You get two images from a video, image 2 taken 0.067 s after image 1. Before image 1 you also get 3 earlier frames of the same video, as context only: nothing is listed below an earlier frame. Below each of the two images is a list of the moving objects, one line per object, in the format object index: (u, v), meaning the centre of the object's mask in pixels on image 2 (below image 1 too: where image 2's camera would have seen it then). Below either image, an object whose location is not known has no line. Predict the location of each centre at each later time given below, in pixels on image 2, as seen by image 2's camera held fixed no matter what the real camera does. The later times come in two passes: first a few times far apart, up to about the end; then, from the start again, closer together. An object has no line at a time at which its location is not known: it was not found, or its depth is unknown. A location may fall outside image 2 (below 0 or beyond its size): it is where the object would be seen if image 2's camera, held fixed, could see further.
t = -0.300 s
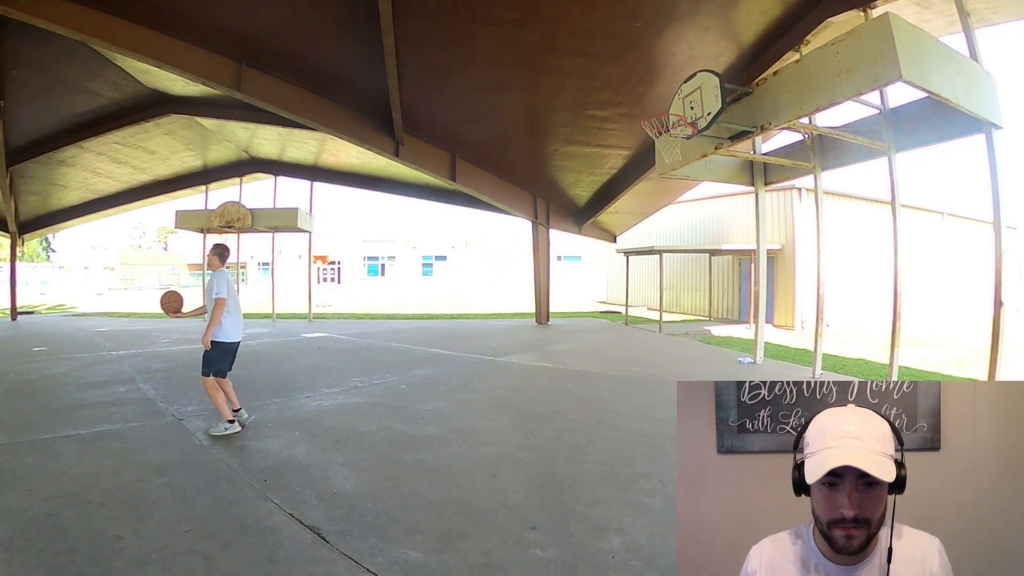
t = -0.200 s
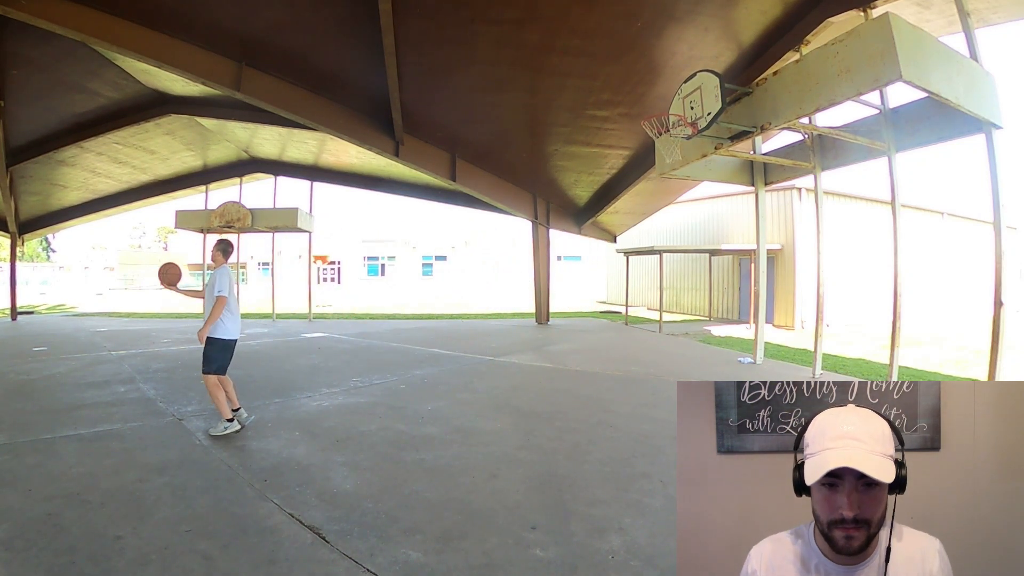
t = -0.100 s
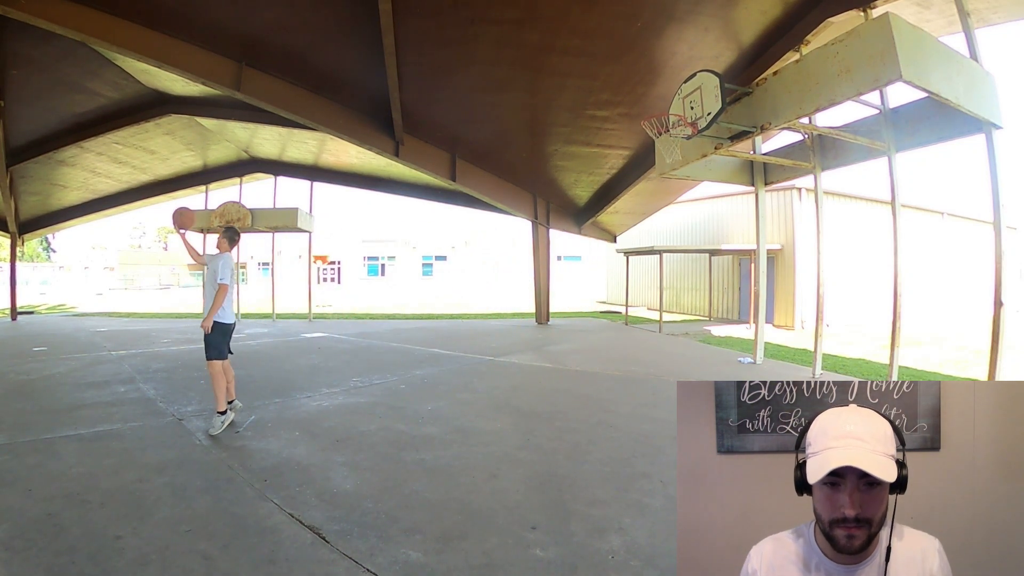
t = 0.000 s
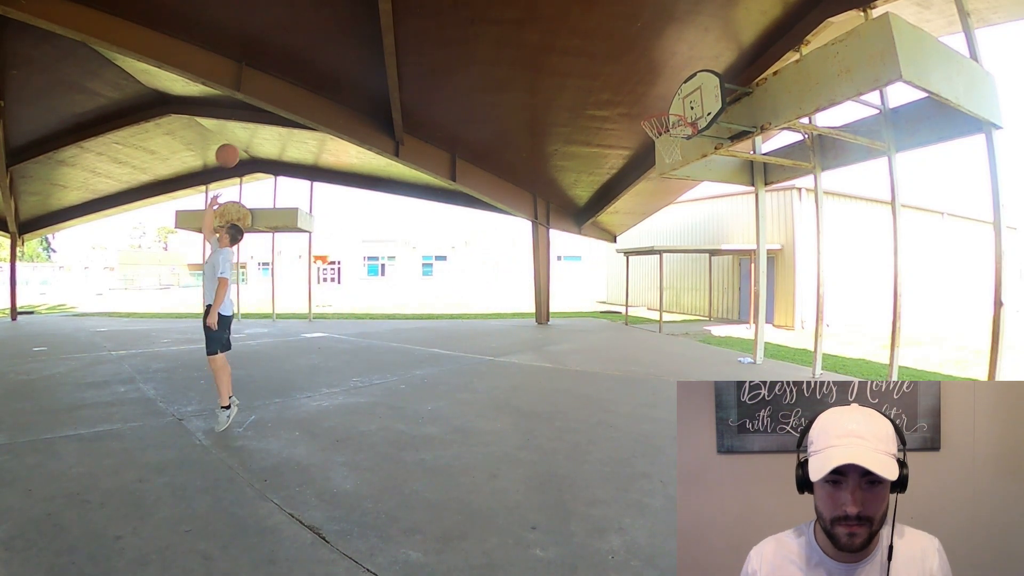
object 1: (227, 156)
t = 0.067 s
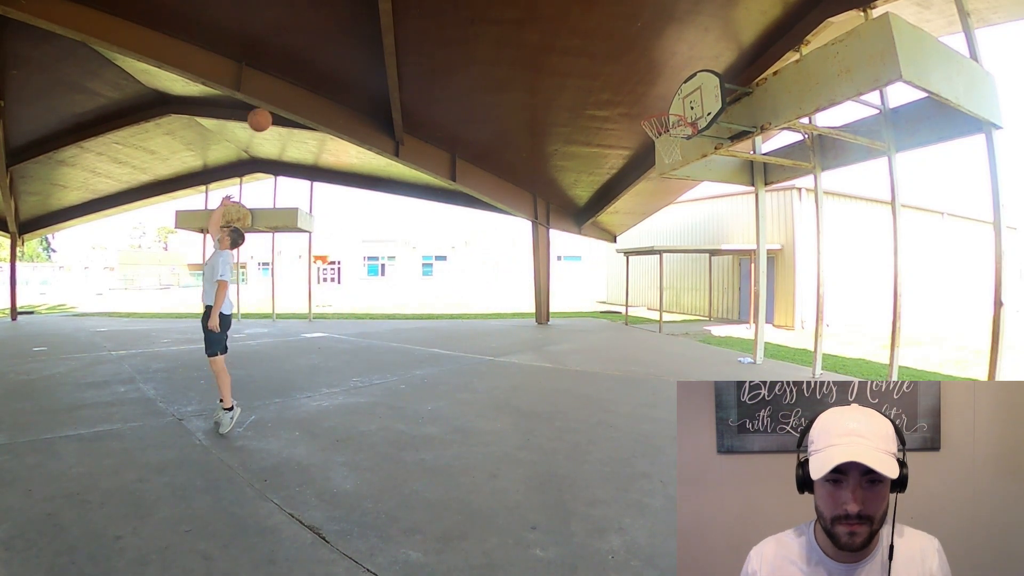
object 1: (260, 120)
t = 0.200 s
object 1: (324, 67)
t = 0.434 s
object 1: (428, 22)
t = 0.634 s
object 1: (509, 24)
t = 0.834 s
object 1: (584, 60)
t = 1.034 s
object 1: (652, 116)
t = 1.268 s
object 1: (674, 224)
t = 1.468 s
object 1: (681, 340)
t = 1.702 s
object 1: (670, 309)
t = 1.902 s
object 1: (650, 242)
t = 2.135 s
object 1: (627, 202)
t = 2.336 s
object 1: (607, 204)
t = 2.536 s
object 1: (588, 239)
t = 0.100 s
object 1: (276, 105)
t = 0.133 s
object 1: (292, 91)
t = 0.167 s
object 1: (308, 78)
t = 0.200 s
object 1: (324, 67)
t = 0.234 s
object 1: (340, 57)
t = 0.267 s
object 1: (355, 48)
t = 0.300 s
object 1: (370, 41)
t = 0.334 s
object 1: (385, 34)
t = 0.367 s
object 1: (400, 29)
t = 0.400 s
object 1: (414, 25)
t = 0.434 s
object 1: (428, 22)
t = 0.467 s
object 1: (442, 20)
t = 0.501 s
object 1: (456, 19)
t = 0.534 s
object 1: (469, 19)
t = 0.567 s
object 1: (483, 20)
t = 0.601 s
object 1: (496, 21)
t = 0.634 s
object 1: (509, 24)
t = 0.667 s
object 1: (522, 28)
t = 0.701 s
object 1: (534, 32)
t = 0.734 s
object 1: (547, 38)
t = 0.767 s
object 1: (559, 44)
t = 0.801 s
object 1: (572, 52)
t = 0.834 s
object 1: (584, 60)
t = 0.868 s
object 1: (597, 69)
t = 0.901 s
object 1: (608, 78)
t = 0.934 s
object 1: (620, 88)
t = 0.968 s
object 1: (630, 99)
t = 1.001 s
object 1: (642, 110)
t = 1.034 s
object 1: (652, 116)
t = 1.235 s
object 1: (672, 207)
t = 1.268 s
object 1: (674, 224)
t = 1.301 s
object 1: (675, 242)
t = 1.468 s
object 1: (681, 340)
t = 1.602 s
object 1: (678, 355)
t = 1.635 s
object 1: (675, 339)
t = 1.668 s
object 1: (673, 324)
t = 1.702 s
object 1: (670, 309)
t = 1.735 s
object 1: (667, 296)
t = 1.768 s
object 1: (663, 283)
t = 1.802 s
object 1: (660, 271)
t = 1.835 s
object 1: (657, 260)
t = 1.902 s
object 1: (650, 242)
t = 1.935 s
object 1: (647, 233)
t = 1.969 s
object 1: (643, 225)
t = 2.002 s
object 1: (640, 219)
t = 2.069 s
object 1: (633, 209)
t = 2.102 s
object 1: (630, 205)
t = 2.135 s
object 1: (627, 202)
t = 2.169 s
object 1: (623, 200)
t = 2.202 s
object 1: (620, 199)
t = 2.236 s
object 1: (617, 199)
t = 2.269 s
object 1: (613, 200)
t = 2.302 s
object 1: (610, 201)
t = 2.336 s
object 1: (607, 204)
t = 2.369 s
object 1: (604, 208)
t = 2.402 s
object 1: (600, 212)
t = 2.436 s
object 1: (597, 217)
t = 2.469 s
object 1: (594, 223)
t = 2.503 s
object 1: (591, 231)
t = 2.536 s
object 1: (588, 239)
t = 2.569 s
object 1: (584, 249)
